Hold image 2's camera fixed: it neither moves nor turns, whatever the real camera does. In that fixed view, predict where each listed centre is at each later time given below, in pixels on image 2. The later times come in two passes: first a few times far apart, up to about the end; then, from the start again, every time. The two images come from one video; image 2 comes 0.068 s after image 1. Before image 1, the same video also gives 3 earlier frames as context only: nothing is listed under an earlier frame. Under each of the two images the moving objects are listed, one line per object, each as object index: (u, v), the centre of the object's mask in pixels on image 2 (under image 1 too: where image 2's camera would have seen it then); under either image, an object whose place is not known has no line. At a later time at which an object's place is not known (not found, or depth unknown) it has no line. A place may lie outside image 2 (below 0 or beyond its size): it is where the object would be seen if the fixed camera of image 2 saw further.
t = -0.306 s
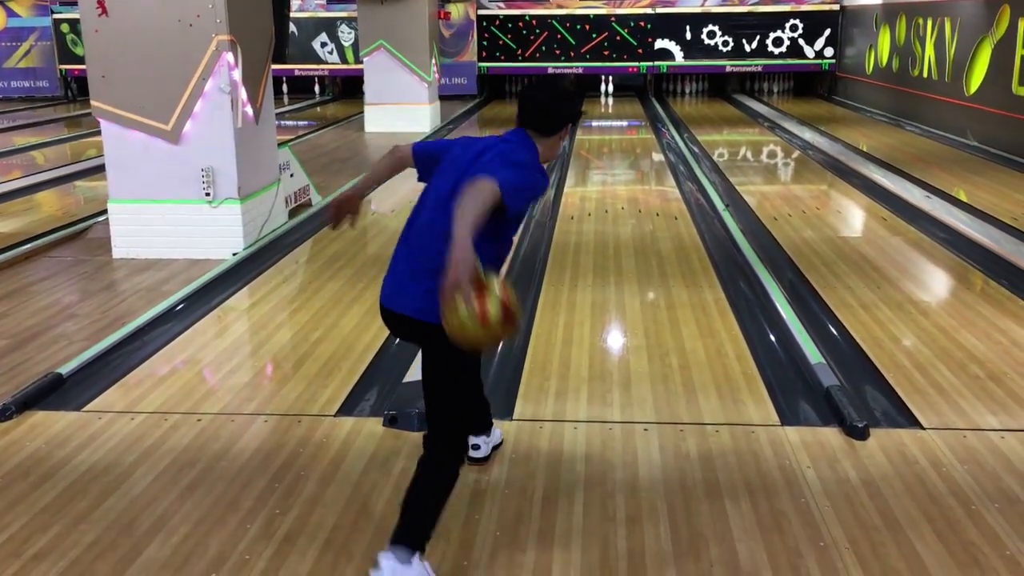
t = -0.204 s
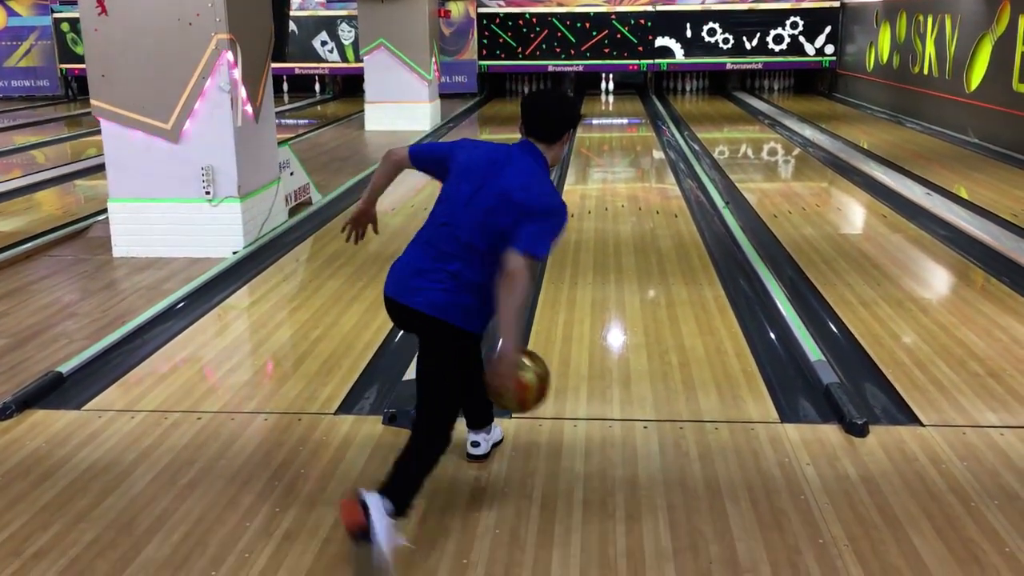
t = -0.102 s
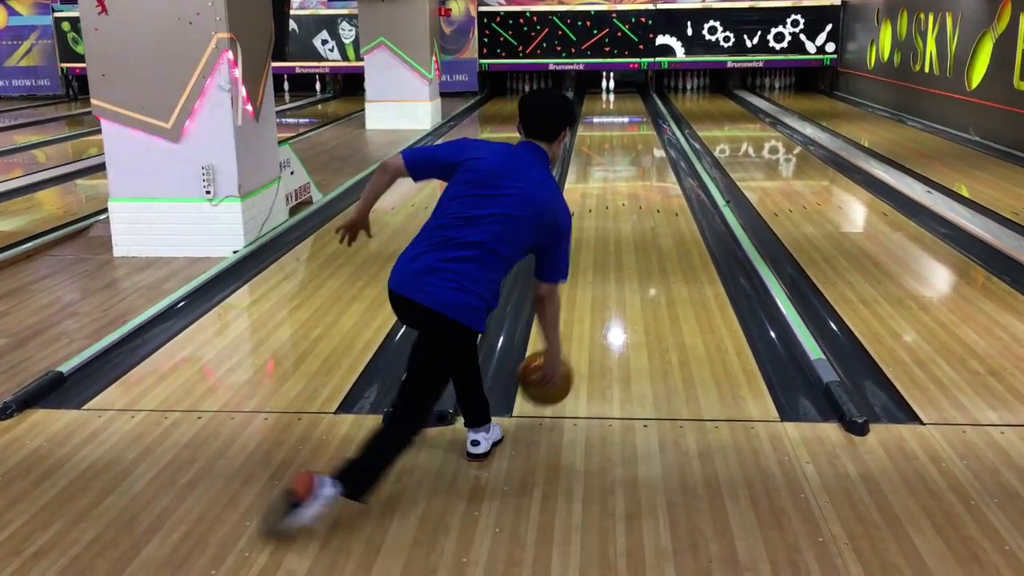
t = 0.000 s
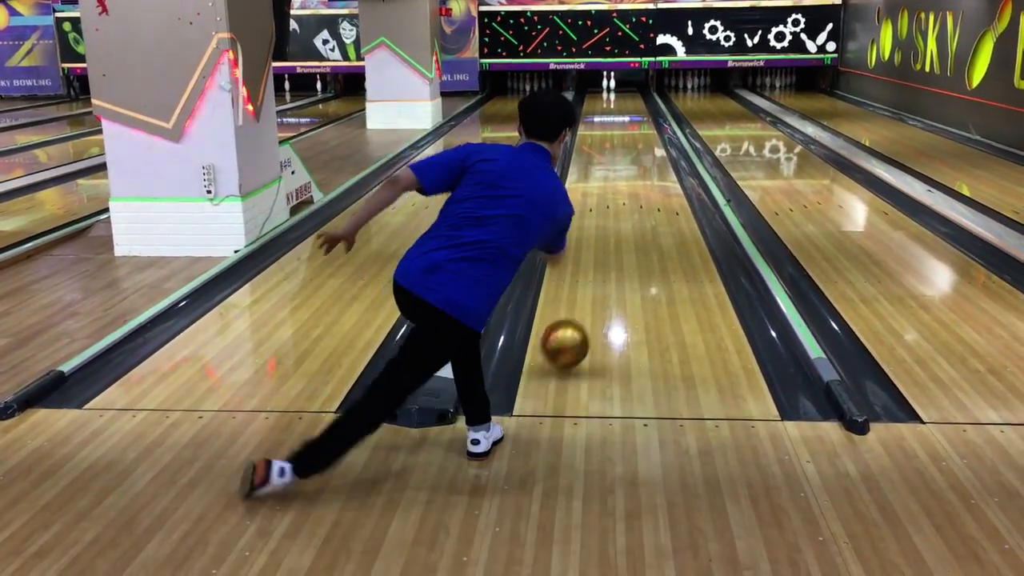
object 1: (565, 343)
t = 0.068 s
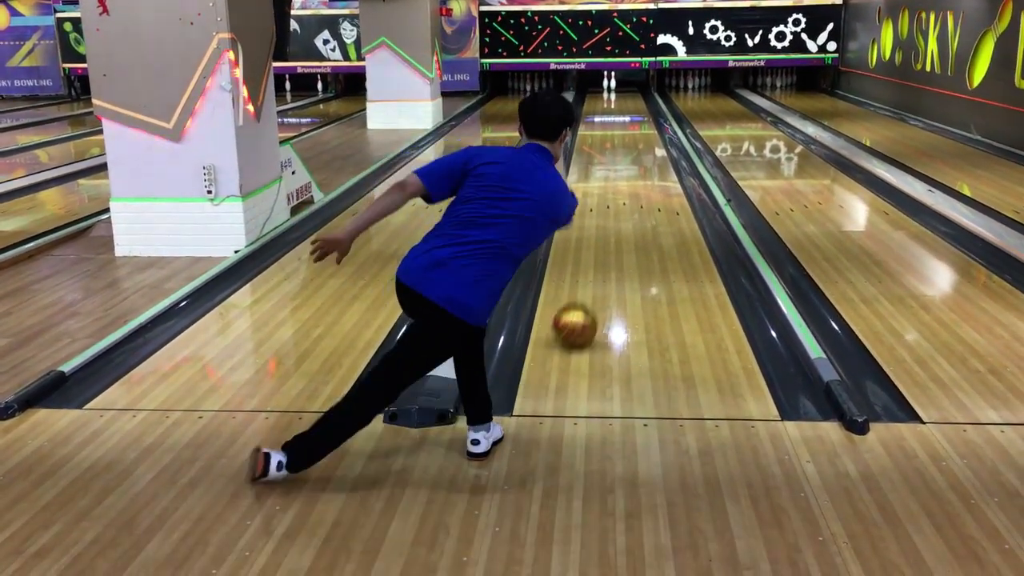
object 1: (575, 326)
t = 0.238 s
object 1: (594, 276)
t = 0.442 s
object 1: (609, 234)
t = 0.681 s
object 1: (621, 199)
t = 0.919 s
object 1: (629, 173)
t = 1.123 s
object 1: (634, 157)
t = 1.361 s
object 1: (638, 140)
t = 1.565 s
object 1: (640, 130)
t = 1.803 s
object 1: (642, 120)
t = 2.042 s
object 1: (643, 111)
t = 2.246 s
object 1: (642, 105)
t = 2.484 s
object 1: (640, 99)
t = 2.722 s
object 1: (637, 93)
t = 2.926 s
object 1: (632, 89)
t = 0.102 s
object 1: (579, 314)
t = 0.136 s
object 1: (583, 304)
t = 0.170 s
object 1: (587, 295)
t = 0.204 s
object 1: (591, 284)
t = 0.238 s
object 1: (594, 276)
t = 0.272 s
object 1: (596, 268)
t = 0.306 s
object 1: (599, 260)
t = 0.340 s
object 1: (602, 253)
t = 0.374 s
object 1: (604, 246)
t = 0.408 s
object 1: (606, 239)
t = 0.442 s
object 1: (609, 234)
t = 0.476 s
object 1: (611, 228)
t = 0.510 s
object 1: (612, 222)
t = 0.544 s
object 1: (615, 217)
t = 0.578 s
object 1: (616, 212)
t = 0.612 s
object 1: (618, 208)
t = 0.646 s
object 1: (619, 203)
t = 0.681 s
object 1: (621, 199)
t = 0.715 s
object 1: (622, 194)
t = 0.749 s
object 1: (624, 191)
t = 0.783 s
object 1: (625, 187)
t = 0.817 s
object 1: (626, 183)
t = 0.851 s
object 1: (627, 180)
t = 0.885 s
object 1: (628, 177)
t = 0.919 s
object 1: (629, 173)
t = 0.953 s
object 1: (630, 170)
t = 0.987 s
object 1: (631, 168)
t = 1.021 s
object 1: (631, 165)
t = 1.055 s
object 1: (632, 162)
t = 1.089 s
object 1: (633, 159)
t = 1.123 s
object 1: (634, 157)
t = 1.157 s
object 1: (635, 155)
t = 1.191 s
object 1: (635, 152)
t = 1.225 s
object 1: (636, 150)
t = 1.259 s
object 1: (636, 148)
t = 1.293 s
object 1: (637, 146)
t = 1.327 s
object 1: (637, 144)
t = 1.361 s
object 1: (638, 140)
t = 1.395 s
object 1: (639, 138)
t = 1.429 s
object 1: (639, 136)
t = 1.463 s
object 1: (639, 135)
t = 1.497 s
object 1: (639, 133)
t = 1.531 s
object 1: (640, 131)
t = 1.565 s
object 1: (640, 130)
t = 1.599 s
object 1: (641, 128)
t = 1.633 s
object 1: (641, 127)
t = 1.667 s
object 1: (641, 125)
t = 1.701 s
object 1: (641, 123)
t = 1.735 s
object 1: (642, 122)
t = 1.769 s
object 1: (642, 121)
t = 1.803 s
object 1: (642, 120)
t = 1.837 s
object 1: (642, 119)
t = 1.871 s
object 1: (643, 118)
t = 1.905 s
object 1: (642, 117)
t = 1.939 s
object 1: (642, 115)
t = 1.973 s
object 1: (642, 113)
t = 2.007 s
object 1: (642, 112)
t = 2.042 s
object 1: (643, 111)
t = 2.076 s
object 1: (643, 111)
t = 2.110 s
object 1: (643, 109)
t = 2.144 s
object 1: (642, 108)
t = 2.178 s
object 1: (643, 107)
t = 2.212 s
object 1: (642, 106)
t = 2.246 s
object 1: (642, 105)
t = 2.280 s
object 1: (642, 104)
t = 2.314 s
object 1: (642, 103)
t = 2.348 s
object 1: (641, 102)
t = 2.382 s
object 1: (641, 101)
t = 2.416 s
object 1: (641, 101)
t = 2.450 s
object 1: (641, 100)
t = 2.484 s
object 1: (640, 99)
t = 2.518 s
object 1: (640, 98)
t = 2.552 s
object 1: (640, 97)
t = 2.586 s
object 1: (639, 96)
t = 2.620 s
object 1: (639, 96)
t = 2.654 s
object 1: (638, 95)
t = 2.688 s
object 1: (637, 94)
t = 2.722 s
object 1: (637, 93)
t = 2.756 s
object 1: (636, 93)
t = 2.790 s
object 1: (636, 93)
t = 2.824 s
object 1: (635, 92)
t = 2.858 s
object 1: (634, 91)
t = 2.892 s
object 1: (633, 90)
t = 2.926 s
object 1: (632, 89)
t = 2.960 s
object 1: (631, 89)
